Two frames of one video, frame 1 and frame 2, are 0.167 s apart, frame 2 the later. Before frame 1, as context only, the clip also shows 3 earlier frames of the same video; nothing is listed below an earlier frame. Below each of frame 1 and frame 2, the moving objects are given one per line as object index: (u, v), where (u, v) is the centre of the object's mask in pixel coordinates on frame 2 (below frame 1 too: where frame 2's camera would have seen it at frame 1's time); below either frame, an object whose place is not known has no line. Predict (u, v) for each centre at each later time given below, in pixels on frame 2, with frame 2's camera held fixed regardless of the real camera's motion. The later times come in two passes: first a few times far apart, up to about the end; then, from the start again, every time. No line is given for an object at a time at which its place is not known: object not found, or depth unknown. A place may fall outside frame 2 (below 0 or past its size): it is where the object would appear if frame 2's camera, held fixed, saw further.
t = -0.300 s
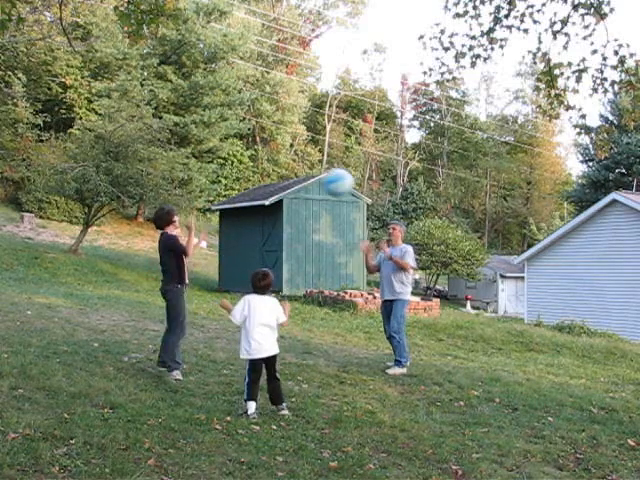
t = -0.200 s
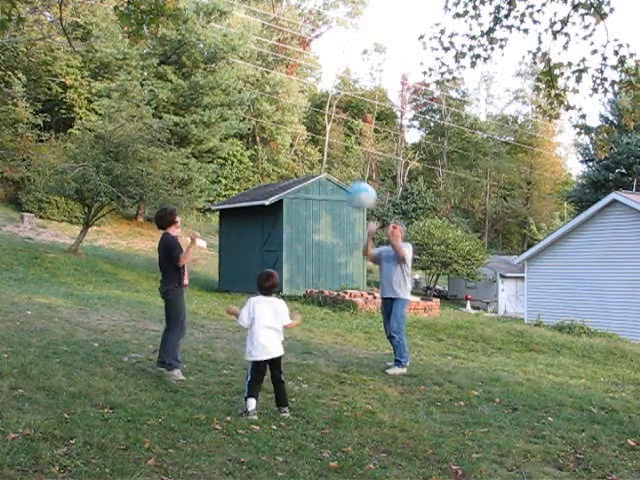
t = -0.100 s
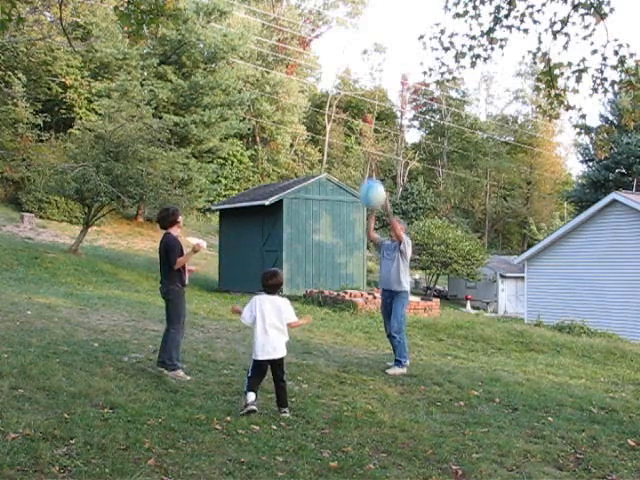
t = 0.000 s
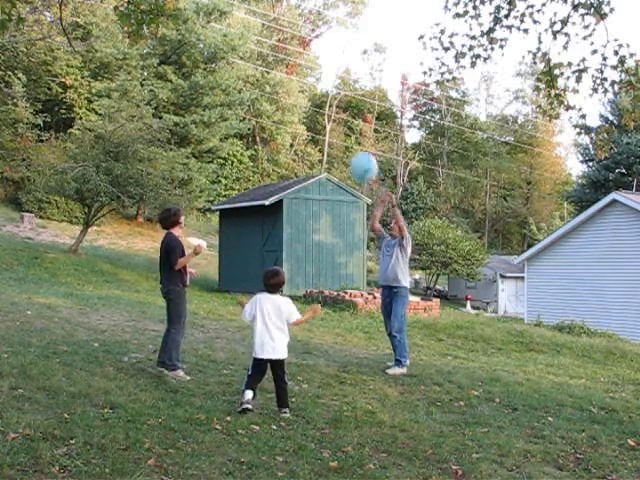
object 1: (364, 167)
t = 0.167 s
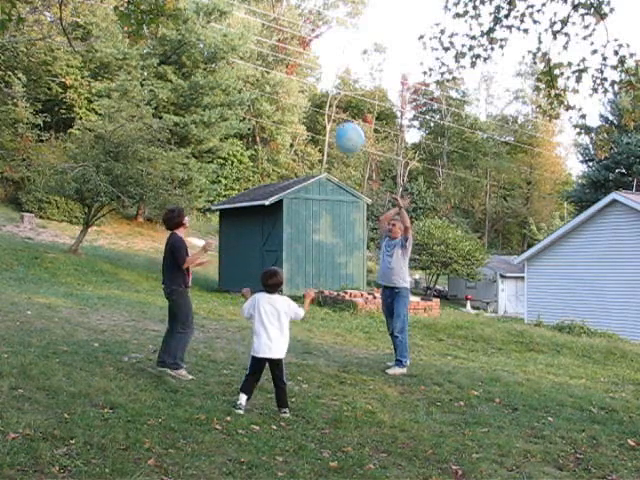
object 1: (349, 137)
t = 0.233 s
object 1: (344, 132)
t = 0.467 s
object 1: (321, 140)
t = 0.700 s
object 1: (296, 194)
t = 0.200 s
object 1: (347, 135)
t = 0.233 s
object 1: (344, 132)
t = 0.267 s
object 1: (340, 130)
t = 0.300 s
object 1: (337, 130)
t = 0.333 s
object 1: (334, 130)
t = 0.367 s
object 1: (331, 131)
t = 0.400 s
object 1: (328, 133)
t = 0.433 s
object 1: (325, 136)
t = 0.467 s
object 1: (321, 140)
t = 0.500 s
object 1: (318, 144)
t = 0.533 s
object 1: (314, 151)
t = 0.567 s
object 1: (311, 158)
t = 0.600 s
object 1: (307, 166)
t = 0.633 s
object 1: (304, 174)
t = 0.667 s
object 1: (301, 184)
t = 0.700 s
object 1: (296, 194)
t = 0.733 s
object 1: (292, 209)
